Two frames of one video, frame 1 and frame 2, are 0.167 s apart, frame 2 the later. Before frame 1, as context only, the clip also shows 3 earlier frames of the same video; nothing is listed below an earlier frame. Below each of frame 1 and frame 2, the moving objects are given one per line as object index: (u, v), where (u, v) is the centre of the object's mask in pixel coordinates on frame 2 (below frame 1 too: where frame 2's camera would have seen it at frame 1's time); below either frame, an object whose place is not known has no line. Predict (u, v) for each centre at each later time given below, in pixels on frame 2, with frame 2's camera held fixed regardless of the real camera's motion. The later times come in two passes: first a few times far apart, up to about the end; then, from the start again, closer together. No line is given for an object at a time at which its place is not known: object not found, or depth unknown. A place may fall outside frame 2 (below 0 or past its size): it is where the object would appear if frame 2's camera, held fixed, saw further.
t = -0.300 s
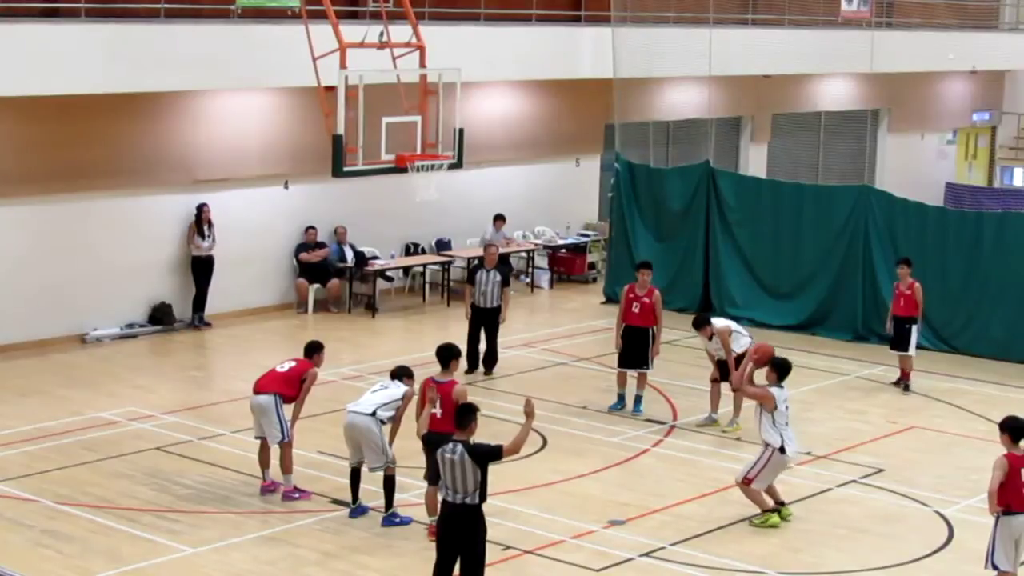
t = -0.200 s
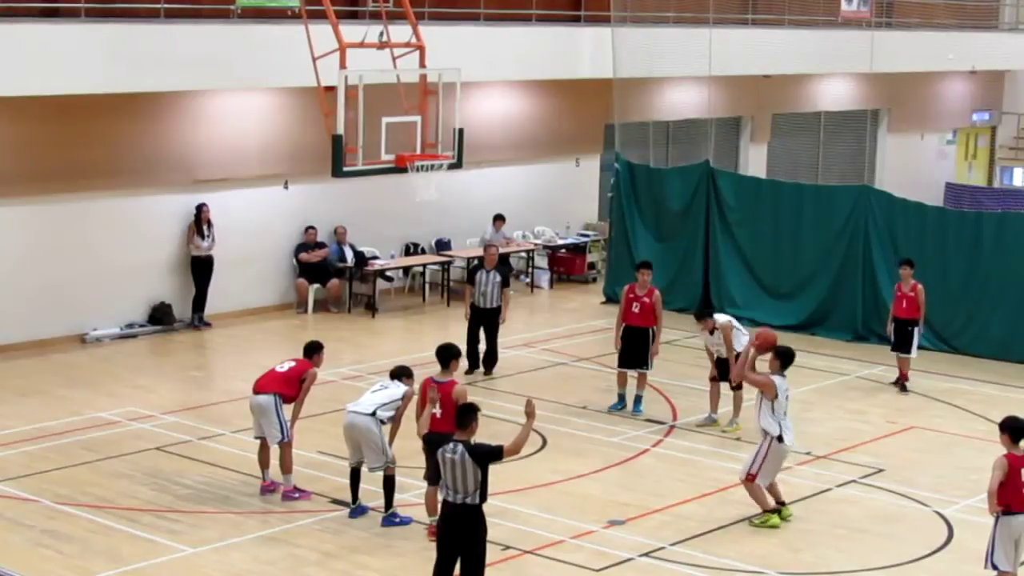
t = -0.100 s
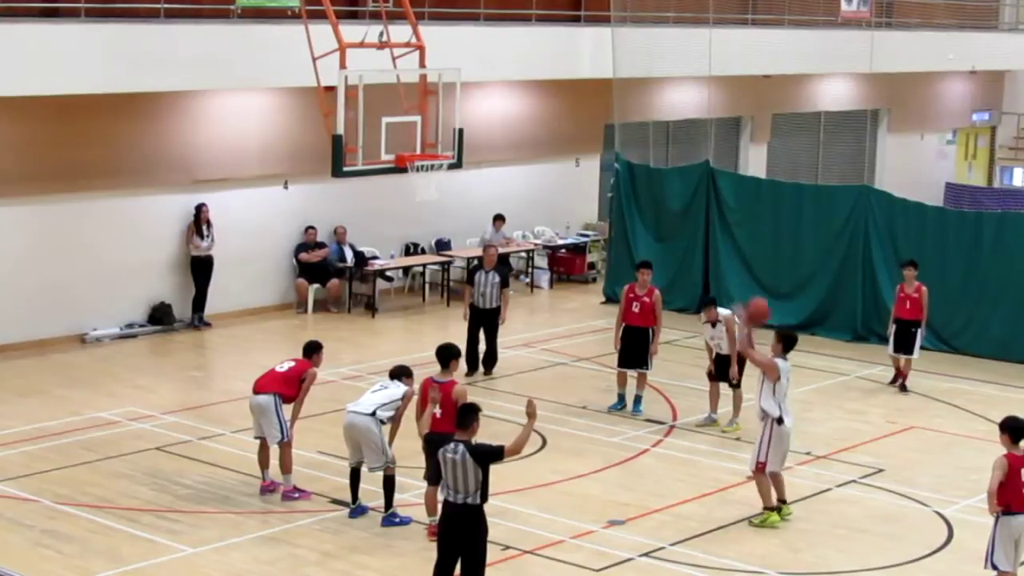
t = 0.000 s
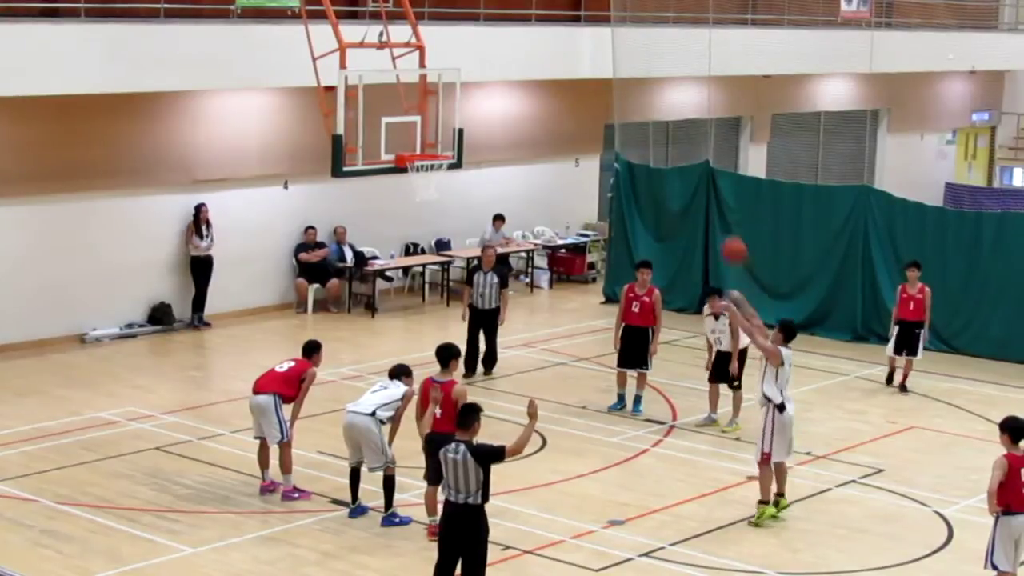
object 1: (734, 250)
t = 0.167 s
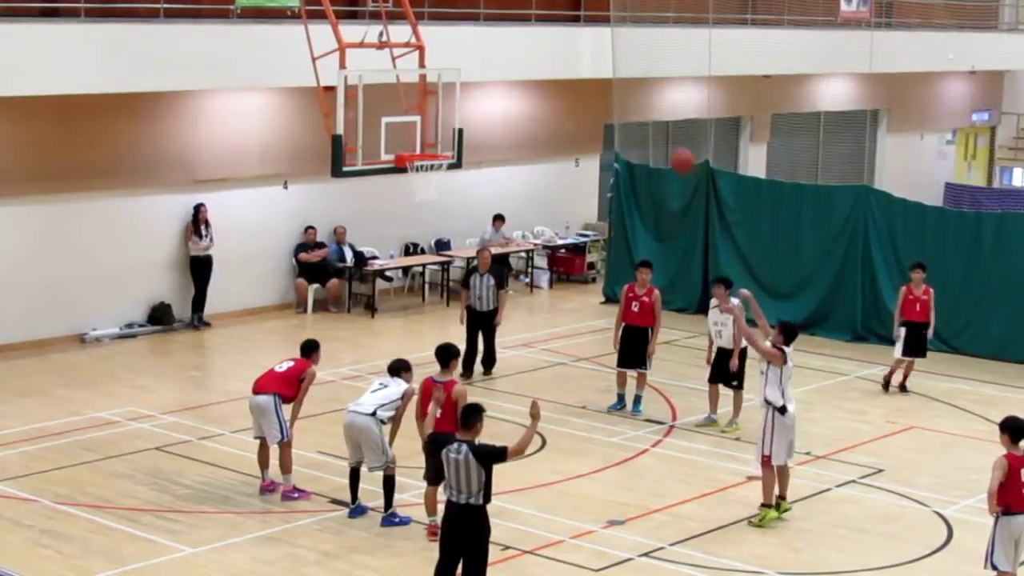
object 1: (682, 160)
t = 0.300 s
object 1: (642, 112)
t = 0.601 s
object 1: (554, 68)
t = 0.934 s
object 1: (462, 123)
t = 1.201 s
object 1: (414, 179)
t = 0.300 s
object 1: (642, 112)
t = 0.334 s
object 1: (631, 102)
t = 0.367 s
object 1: (622, 95)
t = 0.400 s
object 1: (613, 87)
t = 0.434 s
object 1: (602, 81)
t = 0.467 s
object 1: (593, 76)
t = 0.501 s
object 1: (583, 72)
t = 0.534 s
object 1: (573, 70)
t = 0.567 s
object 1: (563, 68)
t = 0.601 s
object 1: (554, 68)
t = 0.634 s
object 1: (545, 69)
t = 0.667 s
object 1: (535, 71)
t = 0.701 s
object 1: (526, 74)
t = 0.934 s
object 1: (462, 123)
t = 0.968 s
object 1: (453, 133)
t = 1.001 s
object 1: (444, 145)
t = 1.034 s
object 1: (437, 149)
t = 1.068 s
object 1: (430, 149)
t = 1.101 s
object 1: (423, 165)
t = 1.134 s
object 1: (419, 171)
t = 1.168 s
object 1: (415, 175)
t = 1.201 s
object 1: (414, 179)
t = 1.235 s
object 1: (414, 186)
